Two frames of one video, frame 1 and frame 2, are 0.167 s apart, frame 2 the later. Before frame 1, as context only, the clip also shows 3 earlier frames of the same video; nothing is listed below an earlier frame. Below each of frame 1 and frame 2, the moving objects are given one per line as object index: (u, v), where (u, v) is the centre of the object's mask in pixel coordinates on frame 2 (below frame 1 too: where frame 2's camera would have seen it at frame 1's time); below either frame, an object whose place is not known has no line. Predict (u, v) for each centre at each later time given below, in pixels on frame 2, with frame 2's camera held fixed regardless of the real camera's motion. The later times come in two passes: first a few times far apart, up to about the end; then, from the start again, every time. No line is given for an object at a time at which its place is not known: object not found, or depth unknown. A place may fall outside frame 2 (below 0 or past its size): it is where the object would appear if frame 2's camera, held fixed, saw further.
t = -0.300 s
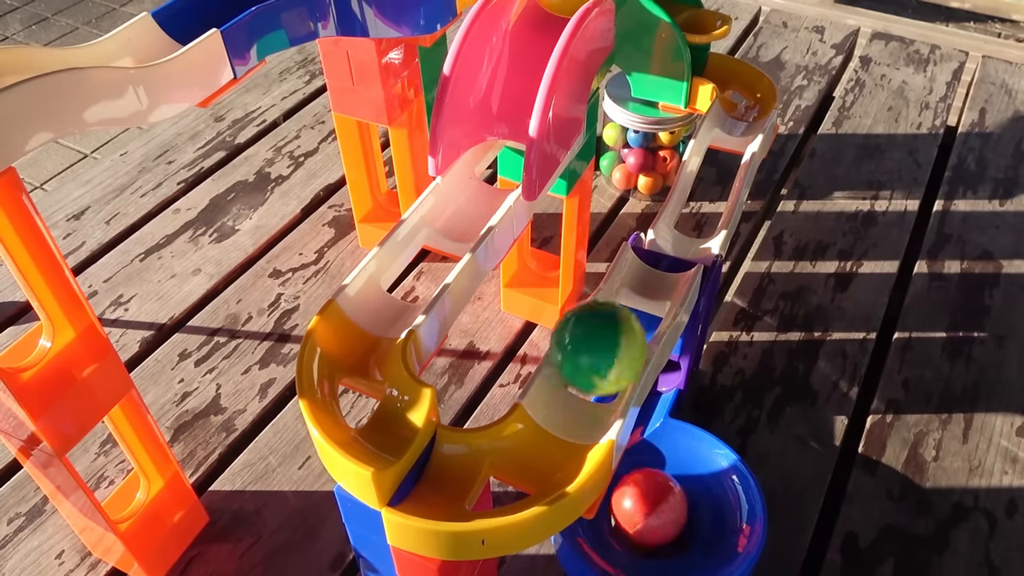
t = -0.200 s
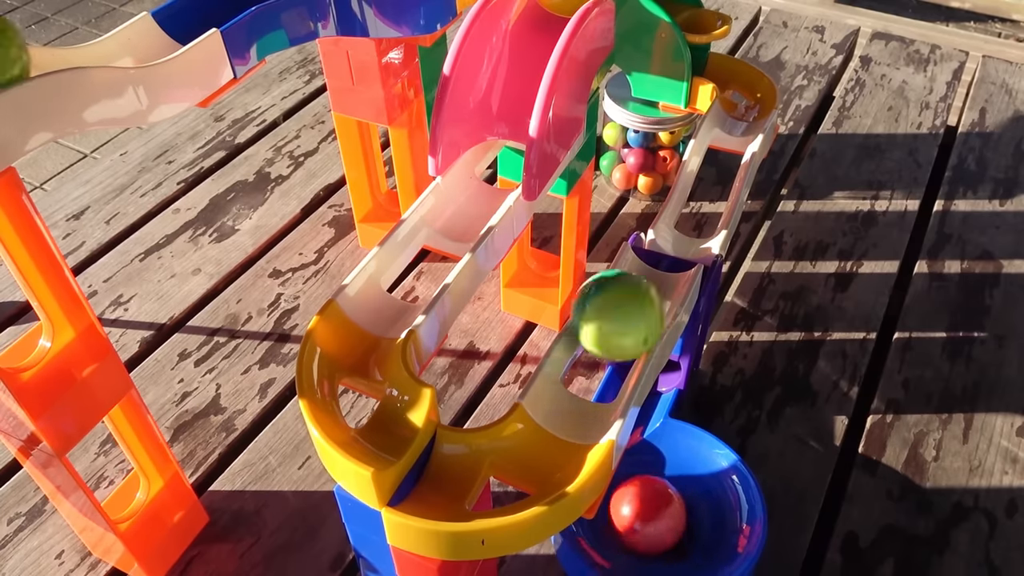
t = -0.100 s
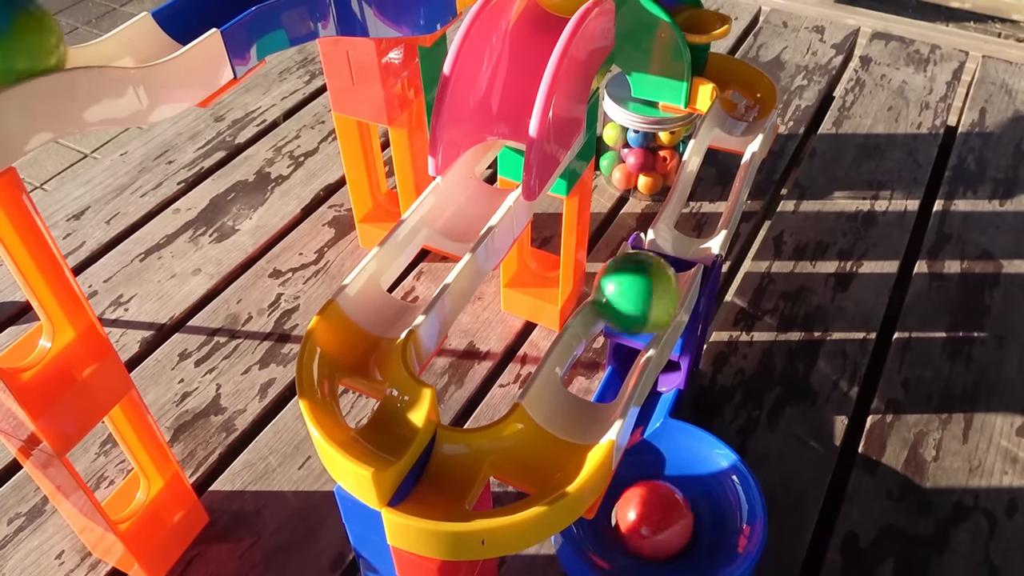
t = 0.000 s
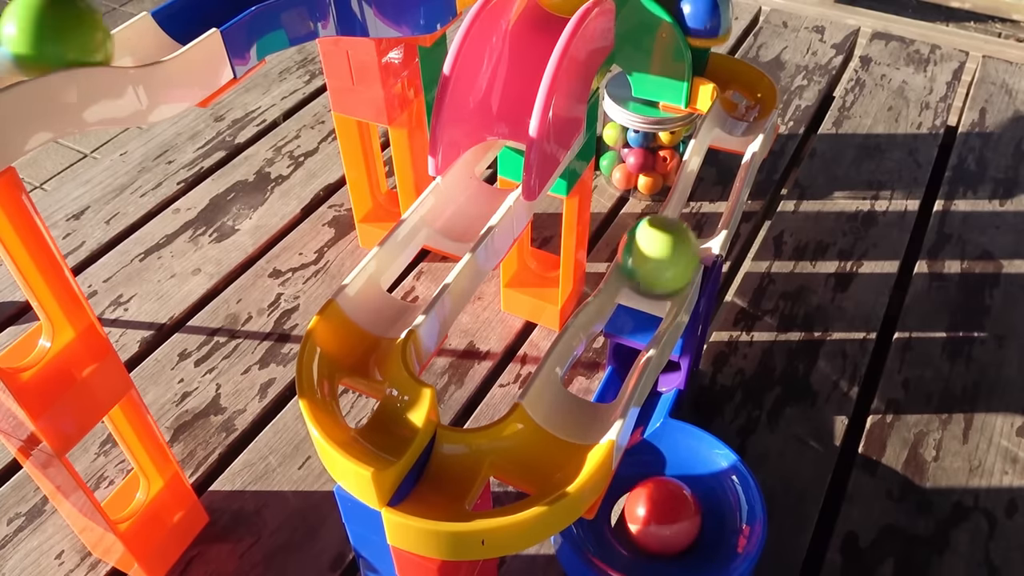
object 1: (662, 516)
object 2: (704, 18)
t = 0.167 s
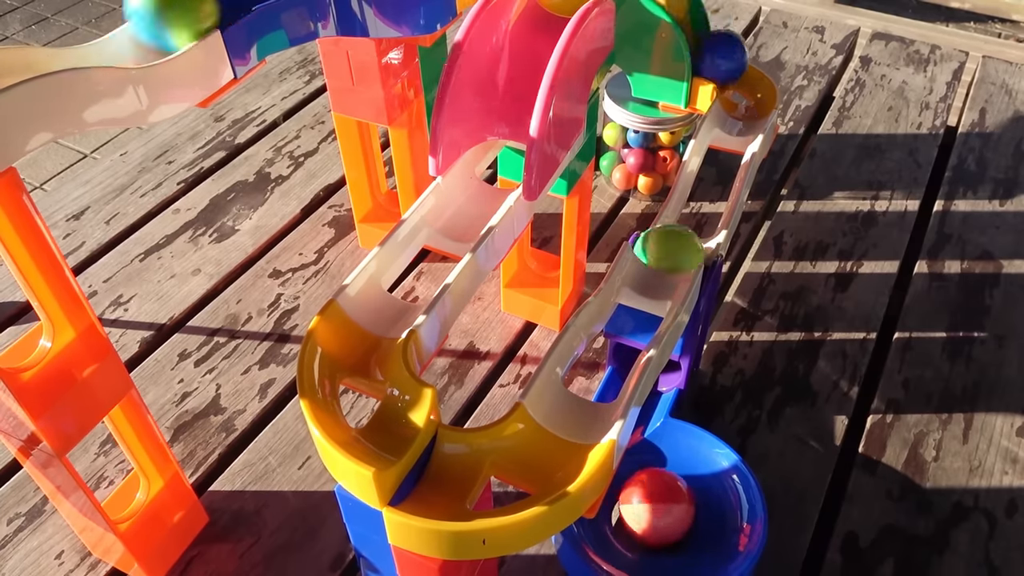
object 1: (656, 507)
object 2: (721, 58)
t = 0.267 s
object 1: (652, 506)
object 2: (734, 64)
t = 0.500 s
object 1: (652, 517)
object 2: (749, 85)
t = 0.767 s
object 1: (662, 511)
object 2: (742, 102)
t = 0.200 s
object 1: (655, 507)
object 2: (726, 60)
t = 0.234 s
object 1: (653, 506)
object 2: (731, 62)
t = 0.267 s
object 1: (652, 506)
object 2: (734, 64)
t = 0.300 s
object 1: (651, 506)
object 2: (738, 68)
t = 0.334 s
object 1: (650, 506)
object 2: (742, 71)
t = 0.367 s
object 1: (650, 508)
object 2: (745, 74)
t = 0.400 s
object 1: (650, 510)
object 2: (747, 77)
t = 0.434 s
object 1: (651, 512)
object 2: (748, 80)
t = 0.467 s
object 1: (651, 514)
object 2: (749, 83)
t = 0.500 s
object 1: (652, 517)
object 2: (749, 85)
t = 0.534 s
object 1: (653, 518)
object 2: (749, 87)
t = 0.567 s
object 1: (656, 519)
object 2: (748, 90)
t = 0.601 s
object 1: (658, 518)
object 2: (747, 92)
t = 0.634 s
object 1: (660, 517)
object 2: (746, 95)
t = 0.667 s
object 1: (662, 515)
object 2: (745, 97)
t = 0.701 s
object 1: (663, 514)
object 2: (743, 99)
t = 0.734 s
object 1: (662, 512)
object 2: (742, 101)
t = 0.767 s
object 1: (662, 511)
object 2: (742, 102)
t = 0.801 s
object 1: (661, 510)
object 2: (741, 104)
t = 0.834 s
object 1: (661, 510)
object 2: (739, 105)
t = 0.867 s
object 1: (662, 510)
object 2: (738, 106)
